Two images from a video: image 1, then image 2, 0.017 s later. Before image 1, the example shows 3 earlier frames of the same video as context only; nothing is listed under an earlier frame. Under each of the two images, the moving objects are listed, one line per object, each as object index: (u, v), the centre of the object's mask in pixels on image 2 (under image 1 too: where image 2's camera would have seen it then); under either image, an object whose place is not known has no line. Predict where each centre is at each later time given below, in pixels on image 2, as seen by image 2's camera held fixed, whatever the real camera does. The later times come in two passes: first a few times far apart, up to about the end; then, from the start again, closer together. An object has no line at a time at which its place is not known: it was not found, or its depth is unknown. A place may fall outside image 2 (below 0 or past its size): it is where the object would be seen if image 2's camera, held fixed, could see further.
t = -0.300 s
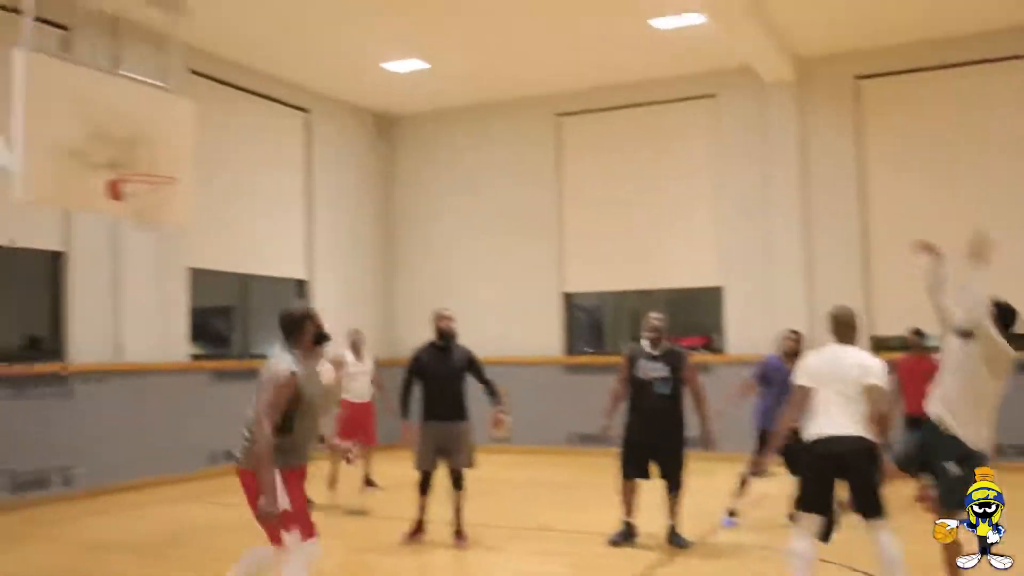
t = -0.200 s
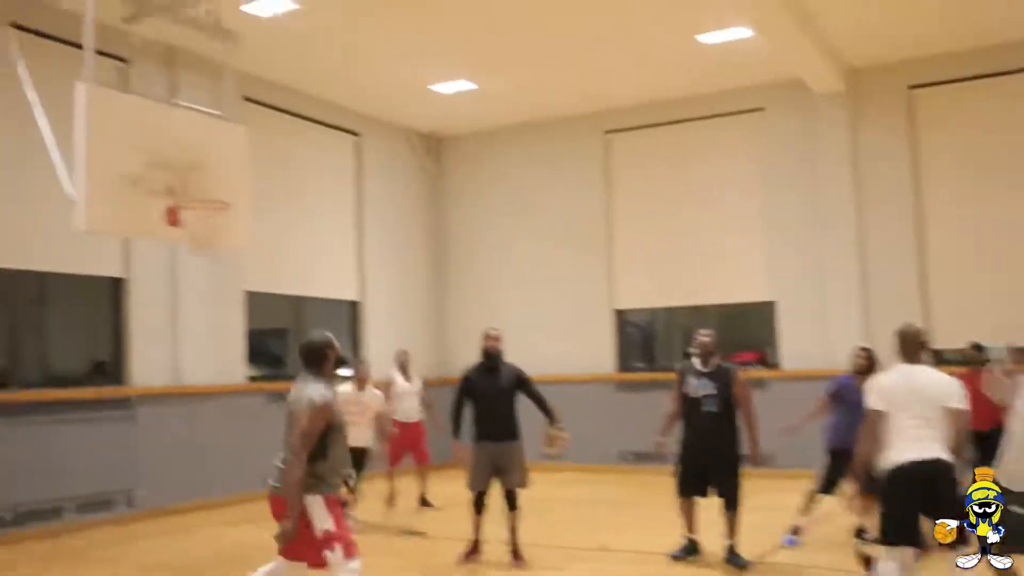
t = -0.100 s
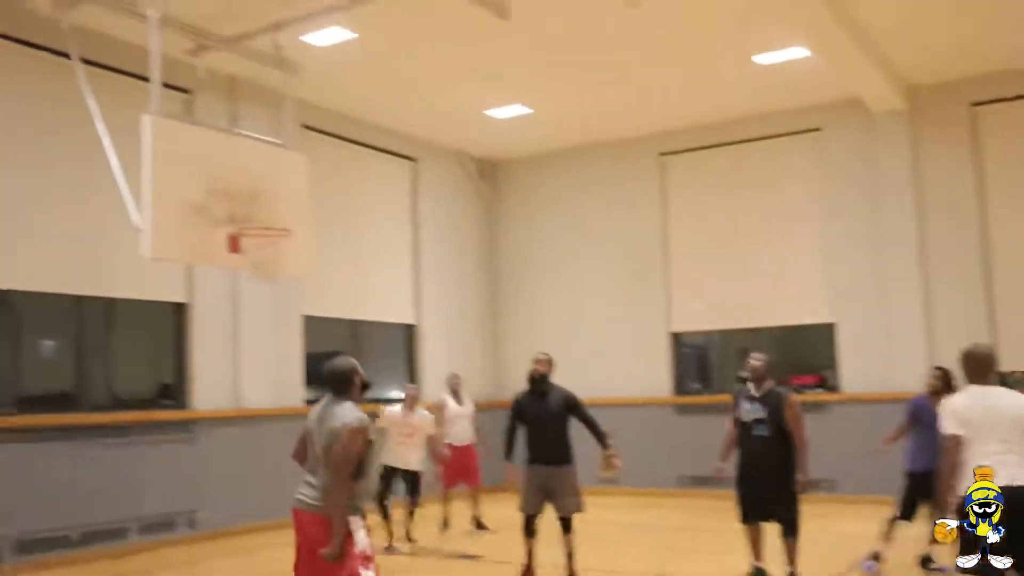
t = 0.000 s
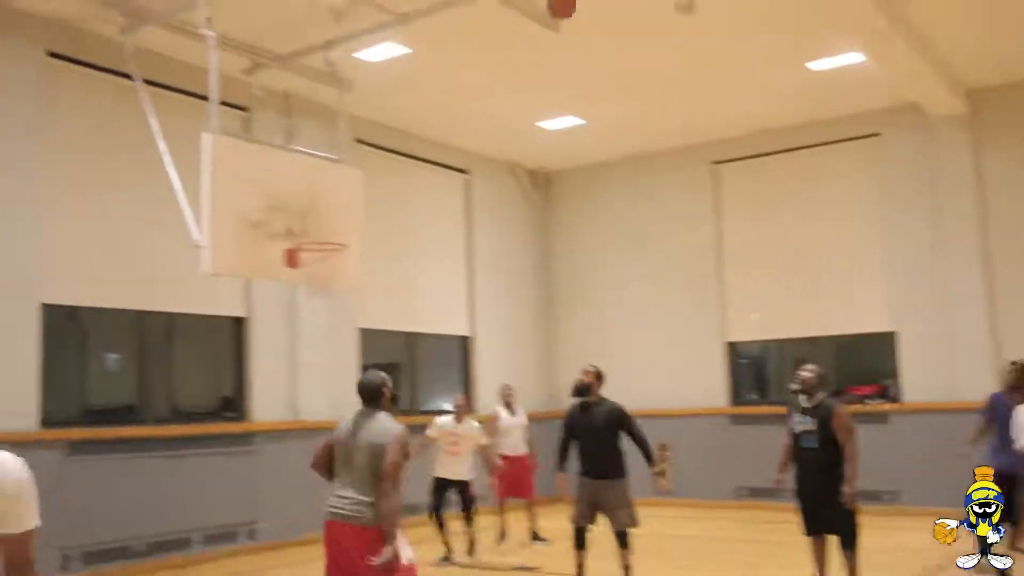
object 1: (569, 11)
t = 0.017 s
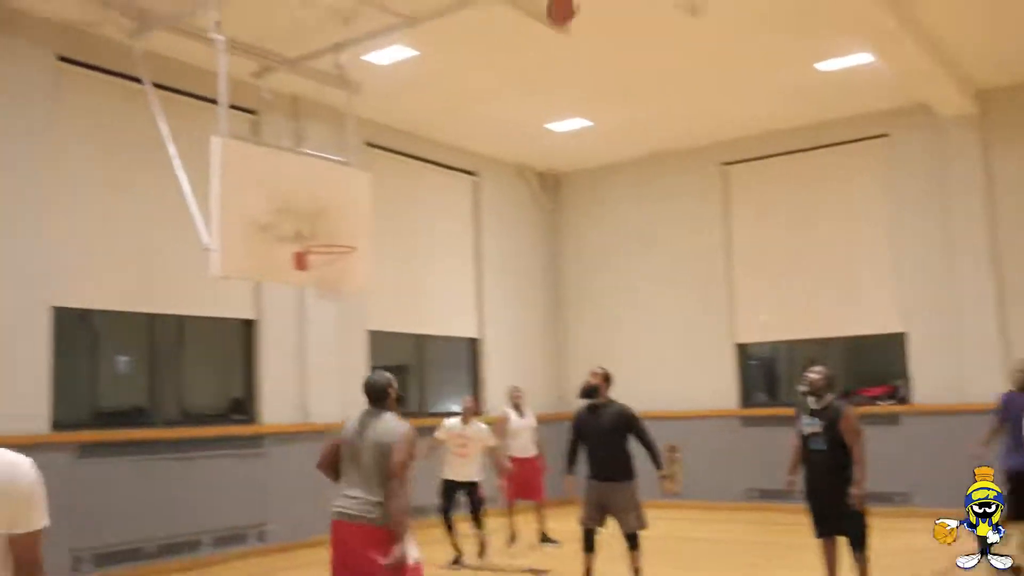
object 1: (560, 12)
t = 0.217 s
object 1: (468, 75)
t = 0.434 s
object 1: (380, 183)
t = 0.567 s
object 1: (330, 253)
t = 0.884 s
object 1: (320, 321)
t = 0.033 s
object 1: (552, 15)
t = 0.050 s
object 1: (544, 18)
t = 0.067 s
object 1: (537, 23)
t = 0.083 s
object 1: (529, 28)
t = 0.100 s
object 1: (521, 32)
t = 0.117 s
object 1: (513, 37)
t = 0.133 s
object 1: (506, 43)
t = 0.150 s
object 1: (499, 48)
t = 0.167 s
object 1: (491, 54)
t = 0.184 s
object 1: (484, 61)
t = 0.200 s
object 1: (476, 67)
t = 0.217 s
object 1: (468, 75)
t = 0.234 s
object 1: (460, 82)
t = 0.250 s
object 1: (453, 89)
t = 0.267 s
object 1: (446, 96)
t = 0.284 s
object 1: (439, 104)
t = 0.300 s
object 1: (431, 112)
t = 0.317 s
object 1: (426, 120)
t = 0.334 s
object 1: (418, 129)
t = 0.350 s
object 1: (411, 138)
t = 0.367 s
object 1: (404, 146)
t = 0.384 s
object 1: (399, 156)
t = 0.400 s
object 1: (391, 165)
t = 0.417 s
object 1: (385, 174)
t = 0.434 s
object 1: (380, 183)
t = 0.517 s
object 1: (349, 234)
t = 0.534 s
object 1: (342, 244)
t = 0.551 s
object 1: (337, 249)
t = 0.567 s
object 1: (330, 253)
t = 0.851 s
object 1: (319, 310)
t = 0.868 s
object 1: (319, 315)
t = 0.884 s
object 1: (320, 321)
